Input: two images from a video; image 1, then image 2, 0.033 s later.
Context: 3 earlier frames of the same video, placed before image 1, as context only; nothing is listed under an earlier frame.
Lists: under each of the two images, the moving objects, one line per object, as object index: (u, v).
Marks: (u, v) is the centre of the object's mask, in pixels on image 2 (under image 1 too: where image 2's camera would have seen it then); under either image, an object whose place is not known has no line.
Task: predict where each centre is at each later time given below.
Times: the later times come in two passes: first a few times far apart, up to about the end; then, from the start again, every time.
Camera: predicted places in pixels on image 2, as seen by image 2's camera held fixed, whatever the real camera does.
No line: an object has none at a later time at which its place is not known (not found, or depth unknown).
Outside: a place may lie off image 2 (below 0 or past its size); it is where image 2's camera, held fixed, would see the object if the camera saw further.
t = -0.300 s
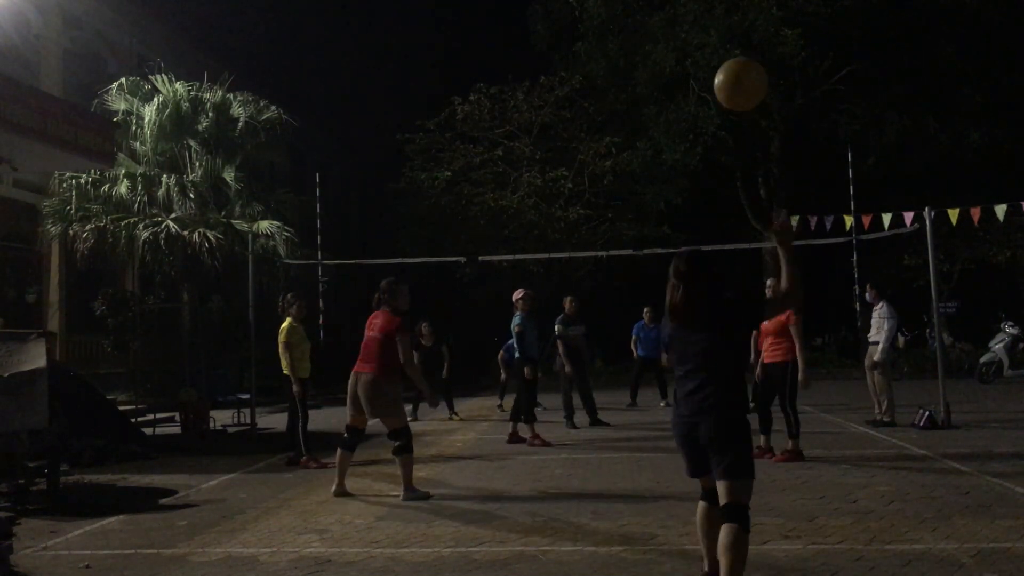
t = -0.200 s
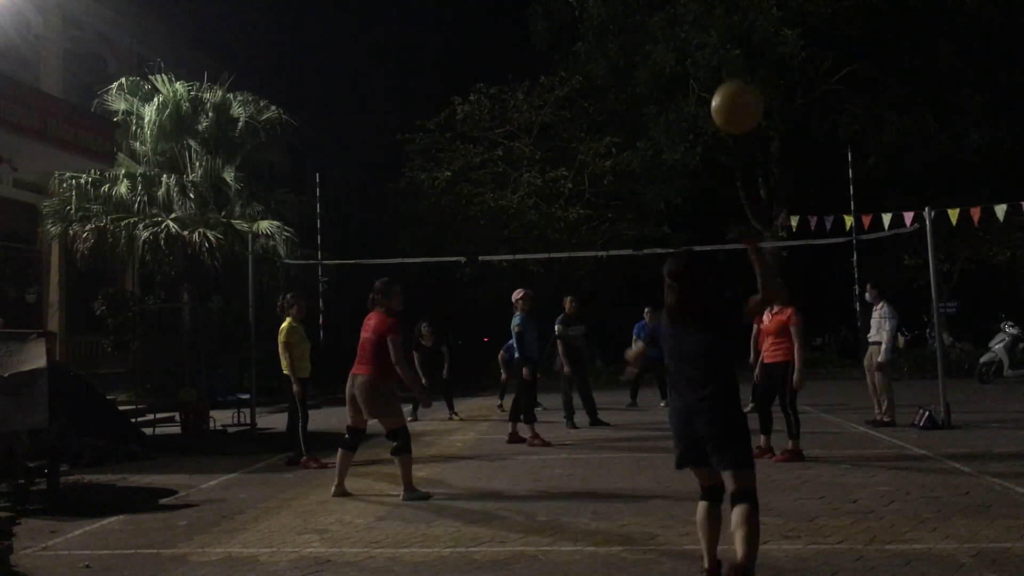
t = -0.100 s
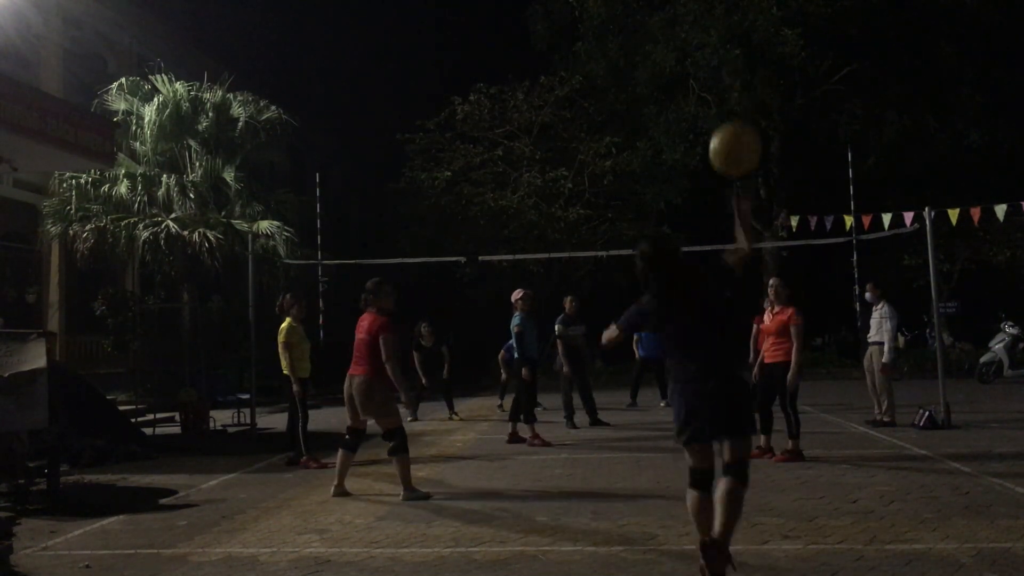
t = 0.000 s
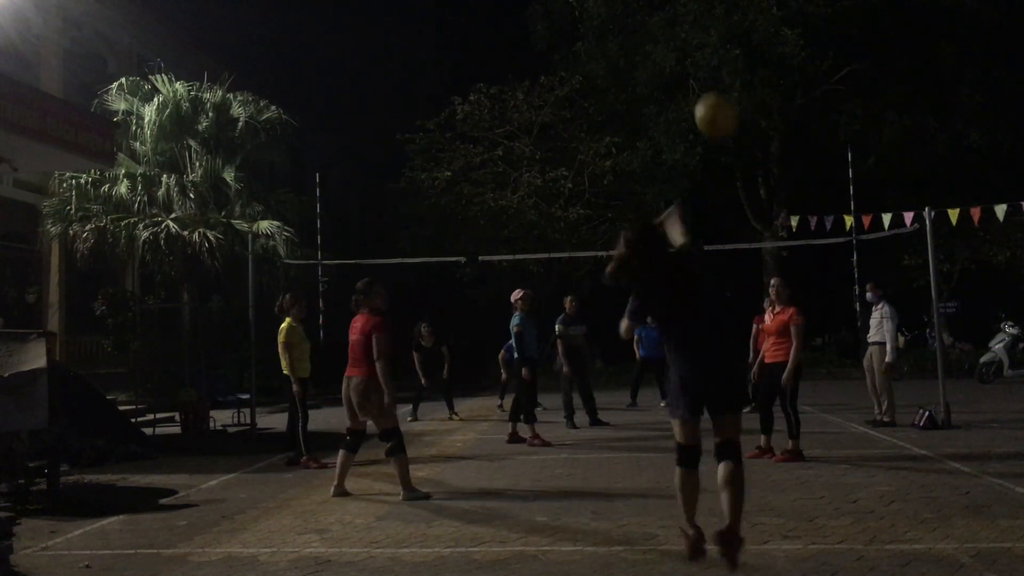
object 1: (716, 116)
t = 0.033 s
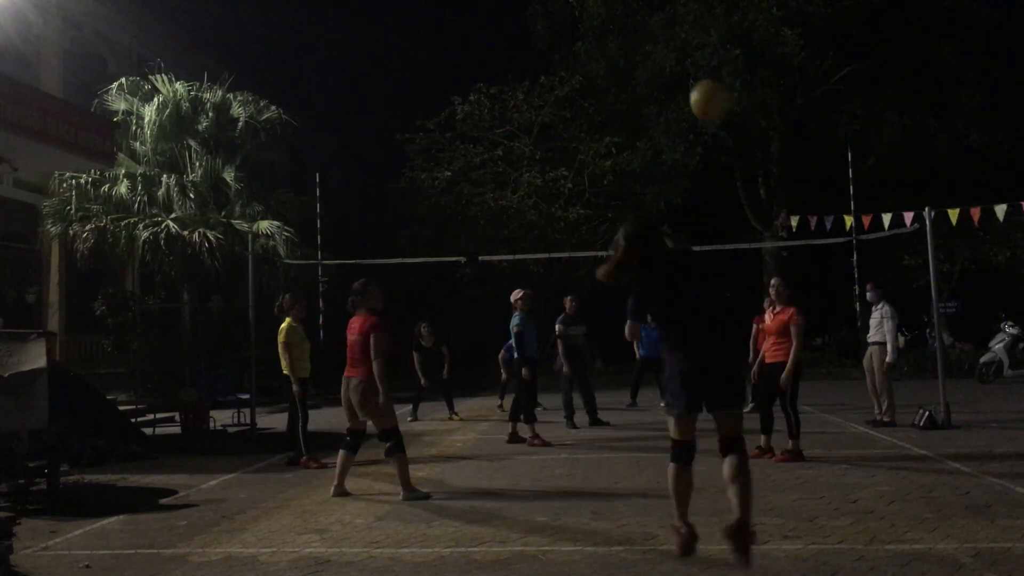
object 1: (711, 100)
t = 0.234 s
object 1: (675, 70)
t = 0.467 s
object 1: (663, 84)
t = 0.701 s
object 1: (656, 130)
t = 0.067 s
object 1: (703, 91)
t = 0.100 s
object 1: (696, 84)
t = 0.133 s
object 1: (690, 78)
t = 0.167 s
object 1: (684, 74)
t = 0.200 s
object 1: (679, 72)
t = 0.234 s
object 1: (675, 70)
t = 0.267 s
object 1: (672, 69)
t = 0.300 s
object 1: (670, 69)
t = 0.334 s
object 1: (667, 70)
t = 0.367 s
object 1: (666, 73)
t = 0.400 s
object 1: (665, 76)
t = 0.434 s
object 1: (663, 80)
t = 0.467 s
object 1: (663, 84)
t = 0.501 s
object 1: (661, 89)
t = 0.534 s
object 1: (660, 95)
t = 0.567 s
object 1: (659, 101)
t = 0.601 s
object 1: (659, 107)
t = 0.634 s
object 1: (658, 115)
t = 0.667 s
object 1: (657, 122)
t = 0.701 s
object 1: (656, 130)
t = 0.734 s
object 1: (655, 138)
